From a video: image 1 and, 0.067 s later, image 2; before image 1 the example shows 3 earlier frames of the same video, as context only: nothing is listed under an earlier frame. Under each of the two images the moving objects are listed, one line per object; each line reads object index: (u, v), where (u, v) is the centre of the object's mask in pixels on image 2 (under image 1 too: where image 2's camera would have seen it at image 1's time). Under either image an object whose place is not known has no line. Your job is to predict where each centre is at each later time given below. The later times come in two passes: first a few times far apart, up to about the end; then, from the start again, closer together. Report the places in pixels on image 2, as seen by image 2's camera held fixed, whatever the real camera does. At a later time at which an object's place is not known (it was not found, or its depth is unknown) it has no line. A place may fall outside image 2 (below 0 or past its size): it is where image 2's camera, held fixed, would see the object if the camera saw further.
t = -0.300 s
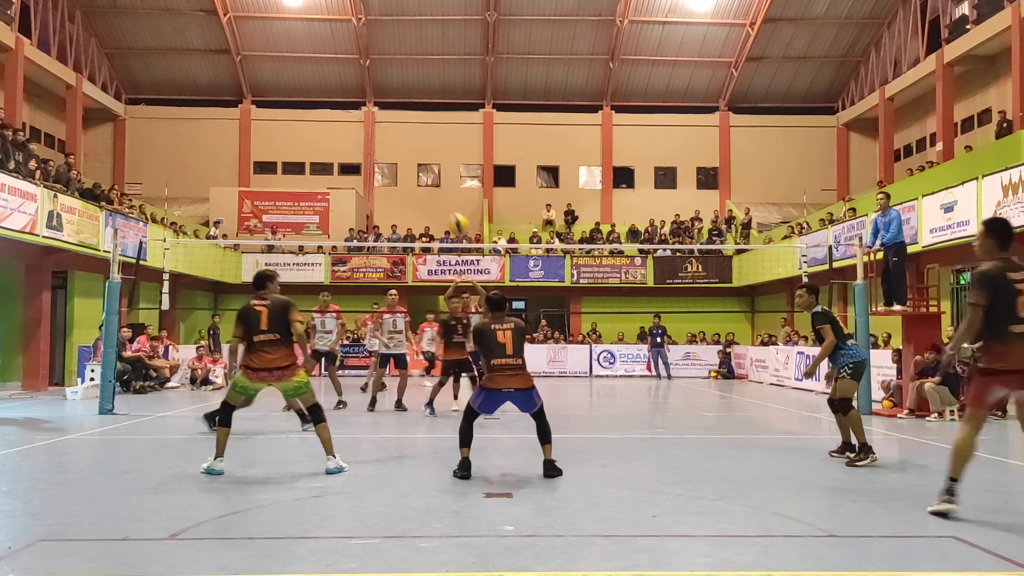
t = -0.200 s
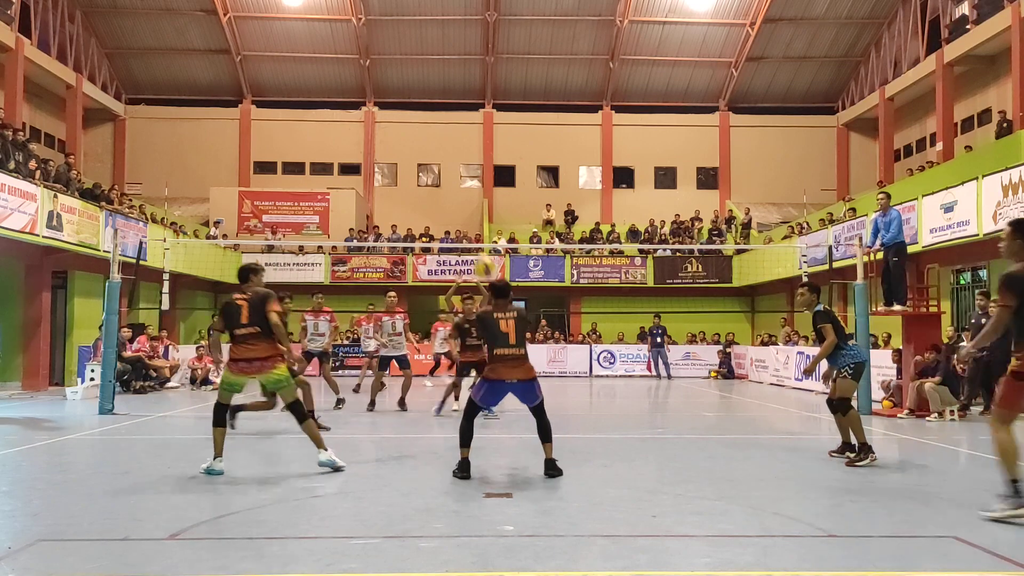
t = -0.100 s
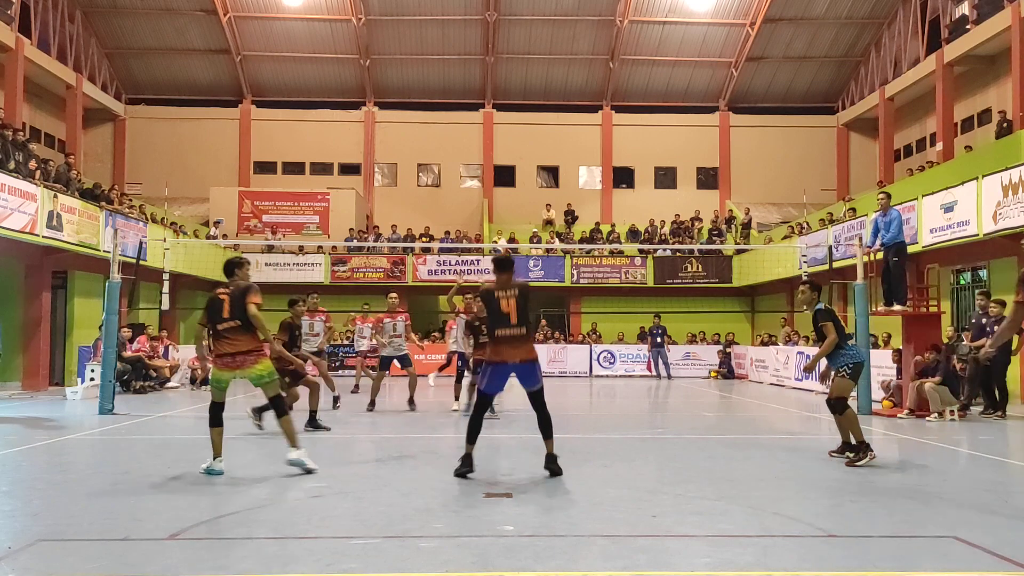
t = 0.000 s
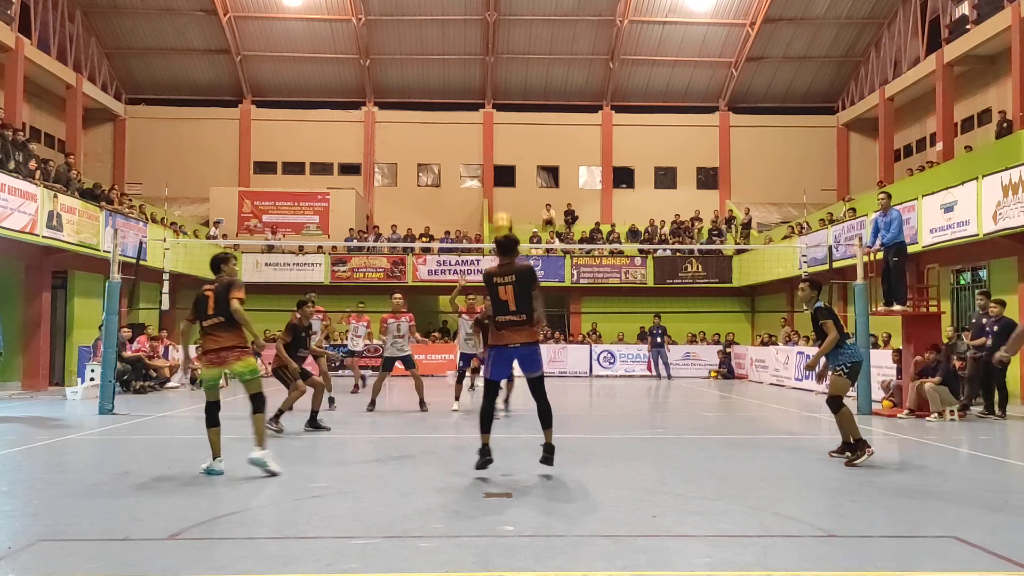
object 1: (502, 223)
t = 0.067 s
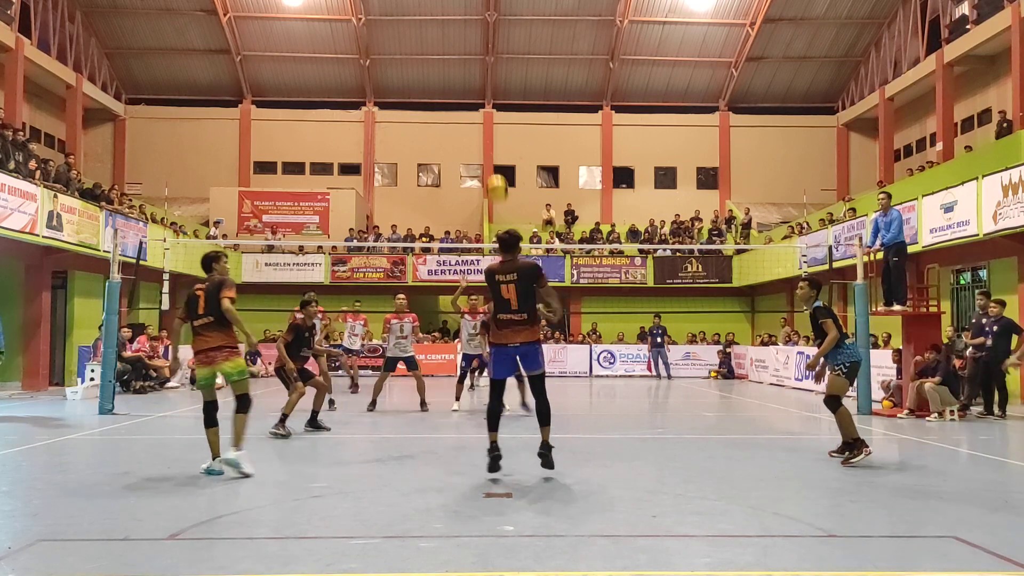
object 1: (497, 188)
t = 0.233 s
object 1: (487, 122)
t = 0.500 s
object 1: (474, 88)
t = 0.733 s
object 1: (465, 108)
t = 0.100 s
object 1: (494, 173)
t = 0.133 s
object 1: (492, 158)
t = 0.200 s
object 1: (489, 133)
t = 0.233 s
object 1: (487, 122)
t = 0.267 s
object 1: (485, 114)
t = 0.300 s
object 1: (483, 107)
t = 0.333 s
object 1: (482, 101)
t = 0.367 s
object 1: (480, 97)
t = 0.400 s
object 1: (479, 93)
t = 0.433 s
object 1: (477, 90)
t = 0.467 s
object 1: (476, 89)
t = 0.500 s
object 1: (474, 88)
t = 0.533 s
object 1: (473, 88)
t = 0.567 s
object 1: (472, 89)
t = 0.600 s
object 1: (470, 91)
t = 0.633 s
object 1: (469, 95)
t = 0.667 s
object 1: (468, 99)
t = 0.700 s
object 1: (467, 102)
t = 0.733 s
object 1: (465, 108)
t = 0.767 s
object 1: (464, 114)
